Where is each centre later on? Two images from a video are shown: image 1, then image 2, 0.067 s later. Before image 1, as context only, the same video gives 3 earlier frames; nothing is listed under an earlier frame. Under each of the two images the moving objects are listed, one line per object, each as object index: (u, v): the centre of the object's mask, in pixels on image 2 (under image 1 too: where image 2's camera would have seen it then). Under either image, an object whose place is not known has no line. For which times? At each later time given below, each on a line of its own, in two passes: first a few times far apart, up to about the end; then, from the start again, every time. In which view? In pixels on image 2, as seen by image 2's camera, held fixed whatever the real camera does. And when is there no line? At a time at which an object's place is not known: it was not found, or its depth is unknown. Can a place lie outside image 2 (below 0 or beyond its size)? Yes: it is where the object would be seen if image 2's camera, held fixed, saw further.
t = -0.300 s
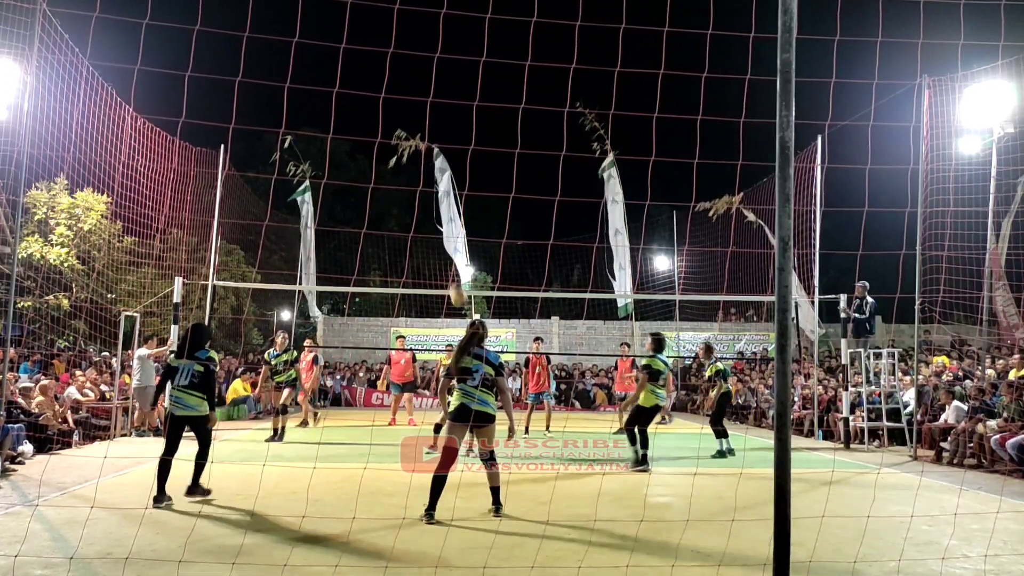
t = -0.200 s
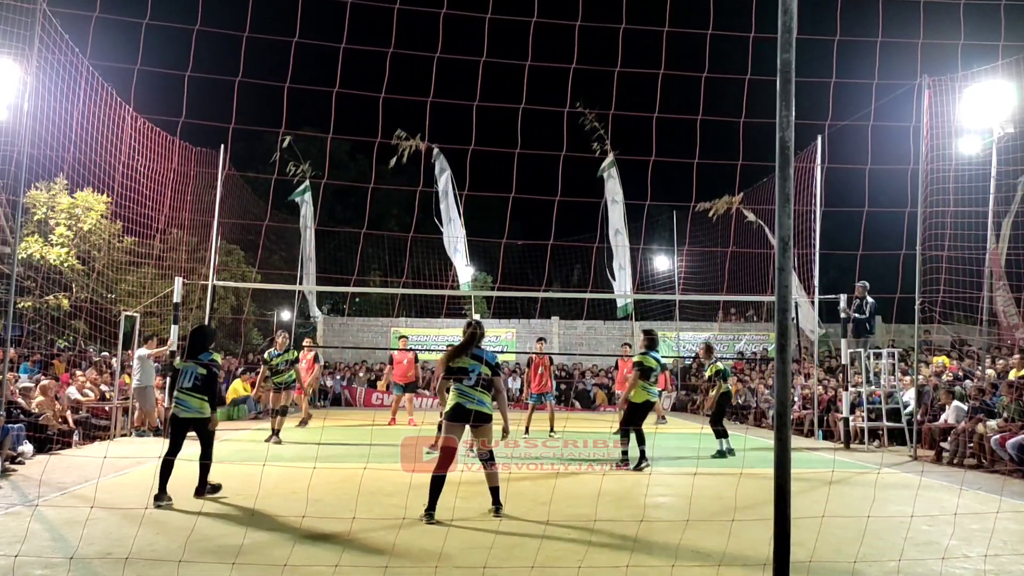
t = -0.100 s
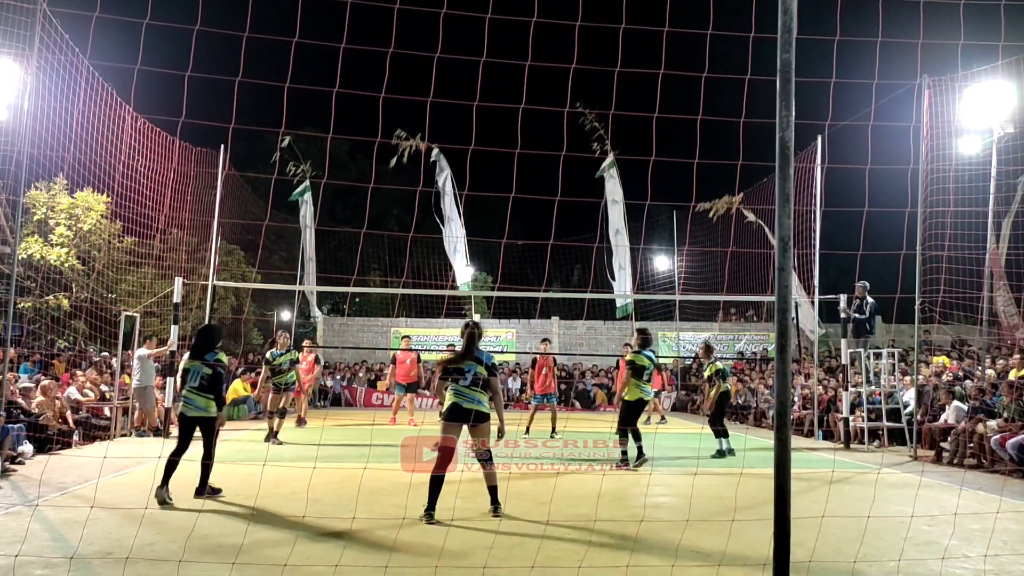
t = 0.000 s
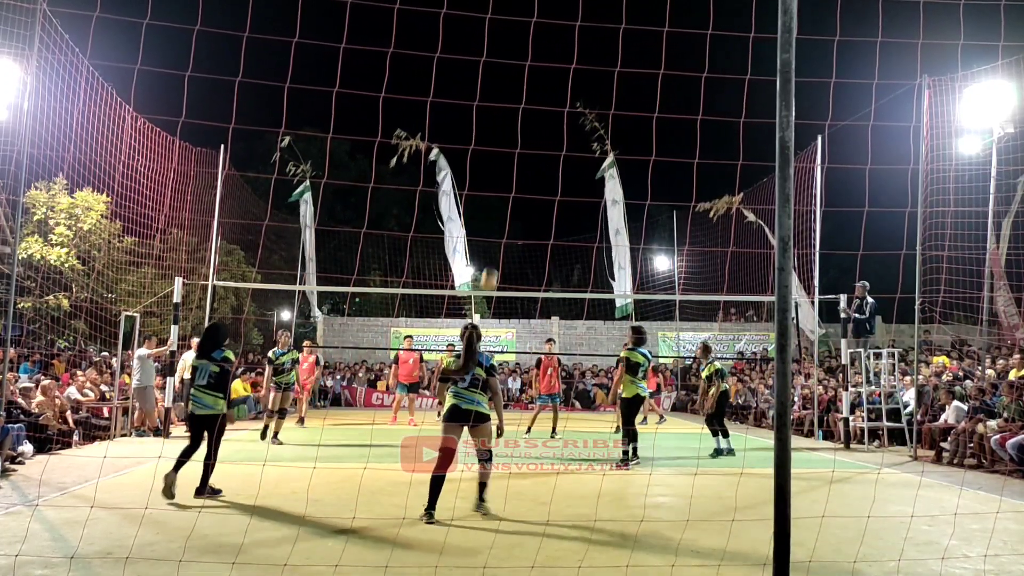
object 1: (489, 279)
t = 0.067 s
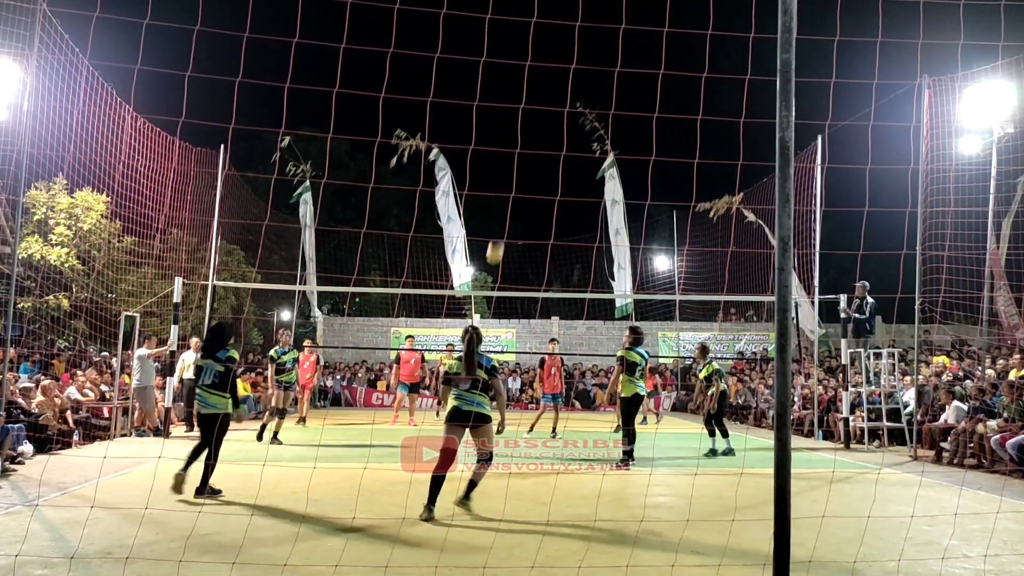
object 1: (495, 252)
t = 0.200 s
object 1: (508, 203)
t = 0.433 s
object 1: (530, 148)
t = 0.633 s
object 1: (548, 132)
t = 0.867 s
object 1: (568, 153)
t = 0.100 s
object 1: (498, 238)
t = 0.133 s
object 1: (501, 226)
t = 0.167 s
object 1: (504, 214)
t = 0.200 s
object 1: (508, 203)
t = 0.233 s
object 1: (511, 192)
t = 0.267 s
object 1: (514, 183)
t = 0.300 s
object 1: (517, 175)
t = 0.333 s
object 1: (520, 167)
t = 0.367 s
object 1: (523, 160)
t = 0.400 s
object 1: (526, 154)
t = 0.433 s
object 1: (530, 148)
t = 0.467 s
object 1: (533, 143)
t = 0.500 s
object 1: (535, 140)
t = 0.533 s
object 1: (539, 137)
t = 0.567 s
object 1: (542, 134)
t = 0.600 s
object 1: (545, 133)
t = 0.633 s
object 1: (548, 132)
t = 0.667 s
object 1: (551, 133)
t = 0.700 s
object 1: (554, 134)
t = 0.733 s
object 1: (556, 136)
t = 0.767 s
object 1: (559, 139)
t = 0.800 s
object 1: (562, 143)
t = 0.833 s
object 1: (565, 148)
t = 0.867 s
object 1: (568, 153)
